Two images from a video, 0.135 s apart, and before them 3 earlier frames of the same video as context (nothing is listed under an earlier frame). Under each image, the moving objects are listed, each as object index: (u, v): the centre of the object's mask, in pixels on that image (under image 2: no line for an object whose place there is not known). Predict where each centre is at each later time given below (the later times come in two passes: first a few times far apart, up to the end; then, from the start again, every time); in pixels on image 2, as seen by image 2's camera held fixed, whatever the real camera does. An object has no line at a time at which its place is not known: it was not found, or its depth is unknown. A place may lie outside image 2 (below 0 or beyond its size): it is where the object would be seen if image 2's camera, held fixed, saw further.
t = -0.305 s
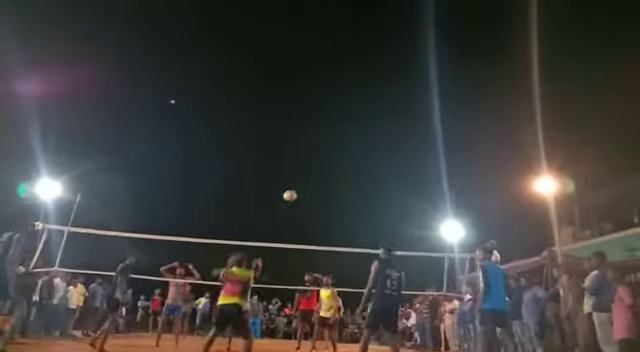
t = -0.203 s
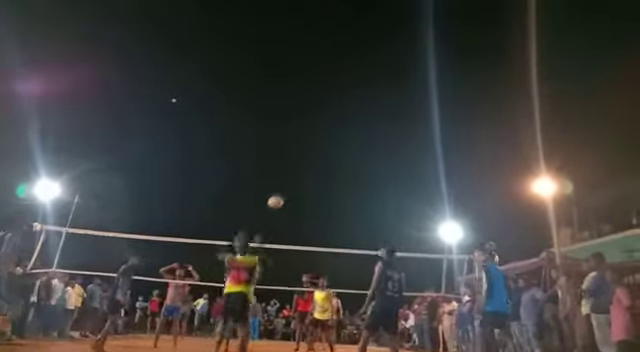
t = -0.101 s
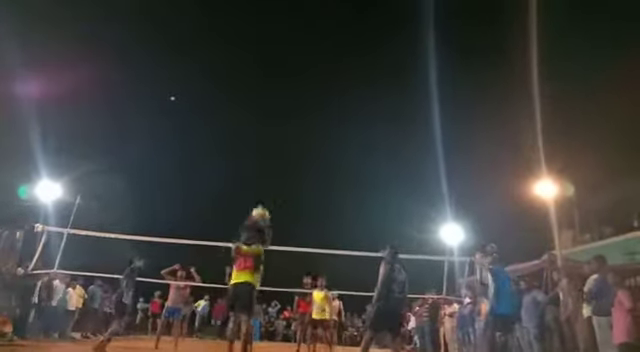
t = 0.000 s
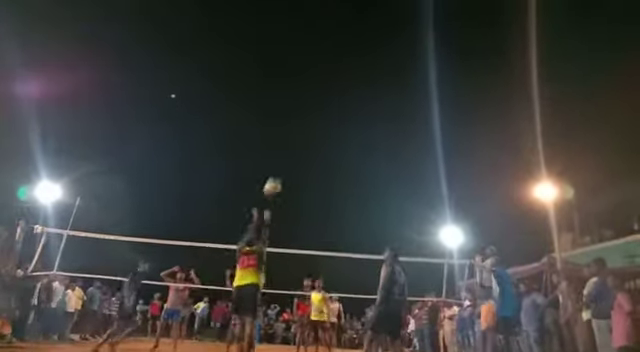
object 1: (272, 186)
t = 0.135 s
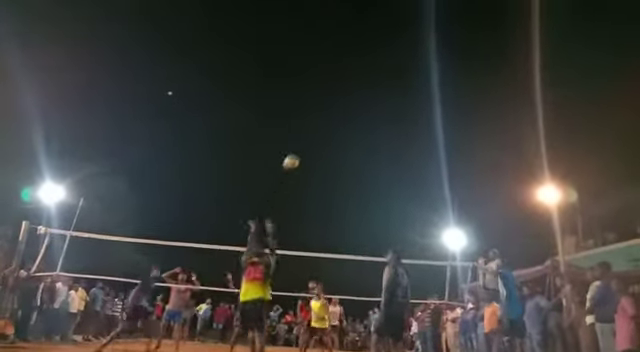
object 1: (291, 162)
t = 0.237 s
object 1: (300, 151)
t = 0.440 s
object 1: (313, 148)
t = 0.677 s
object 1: (325, 167)
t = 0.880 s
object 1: (333, 200)
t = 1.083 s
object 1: (338, 245)
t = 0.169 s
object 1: (294, 157)
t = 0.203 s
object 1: (297, 154)
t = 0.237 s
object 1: (300, 151)
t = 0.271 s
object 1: (302, 149)
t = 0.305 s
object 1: (305, 148)
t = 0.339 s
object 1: (308, 147)
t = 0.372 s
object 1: (309, 146)
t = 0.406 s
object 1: (311, 147)
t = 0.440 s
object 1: (313, 148)
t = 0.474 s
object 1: (316, 149)
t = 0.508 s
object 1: (318, 150)
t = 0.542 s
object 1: (319, 153)
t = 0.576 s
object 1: (321, 156)
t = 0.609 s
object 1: (323, 159)
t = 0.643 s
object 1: (324, 163)
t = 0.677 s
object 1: (325, 167)
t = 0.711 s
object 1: (327, 172)
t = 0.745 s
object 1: (328, 176)
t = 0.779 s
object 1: (329, 182)
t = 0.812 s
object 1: (330, 188)
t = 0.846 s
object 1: (331, 193)
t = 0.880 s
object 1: (333, 200)
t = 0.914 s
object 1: (333, 207)
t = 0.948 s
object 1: (334, 213)
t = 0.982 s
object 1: (335, 221)
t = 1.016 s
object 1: (336, 229)
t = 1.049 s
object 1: (337, 237)
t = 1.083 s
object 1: (338, 245)
